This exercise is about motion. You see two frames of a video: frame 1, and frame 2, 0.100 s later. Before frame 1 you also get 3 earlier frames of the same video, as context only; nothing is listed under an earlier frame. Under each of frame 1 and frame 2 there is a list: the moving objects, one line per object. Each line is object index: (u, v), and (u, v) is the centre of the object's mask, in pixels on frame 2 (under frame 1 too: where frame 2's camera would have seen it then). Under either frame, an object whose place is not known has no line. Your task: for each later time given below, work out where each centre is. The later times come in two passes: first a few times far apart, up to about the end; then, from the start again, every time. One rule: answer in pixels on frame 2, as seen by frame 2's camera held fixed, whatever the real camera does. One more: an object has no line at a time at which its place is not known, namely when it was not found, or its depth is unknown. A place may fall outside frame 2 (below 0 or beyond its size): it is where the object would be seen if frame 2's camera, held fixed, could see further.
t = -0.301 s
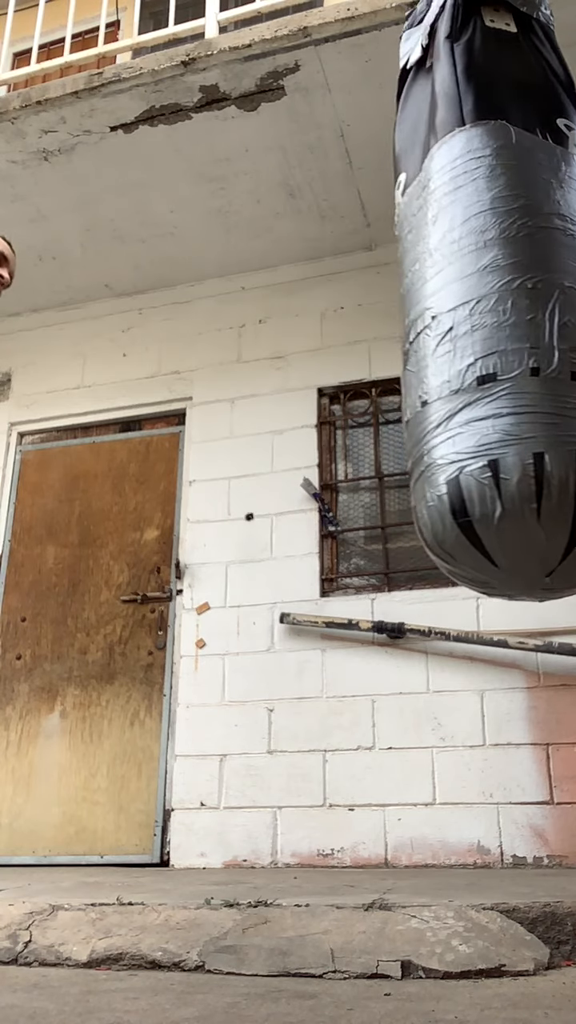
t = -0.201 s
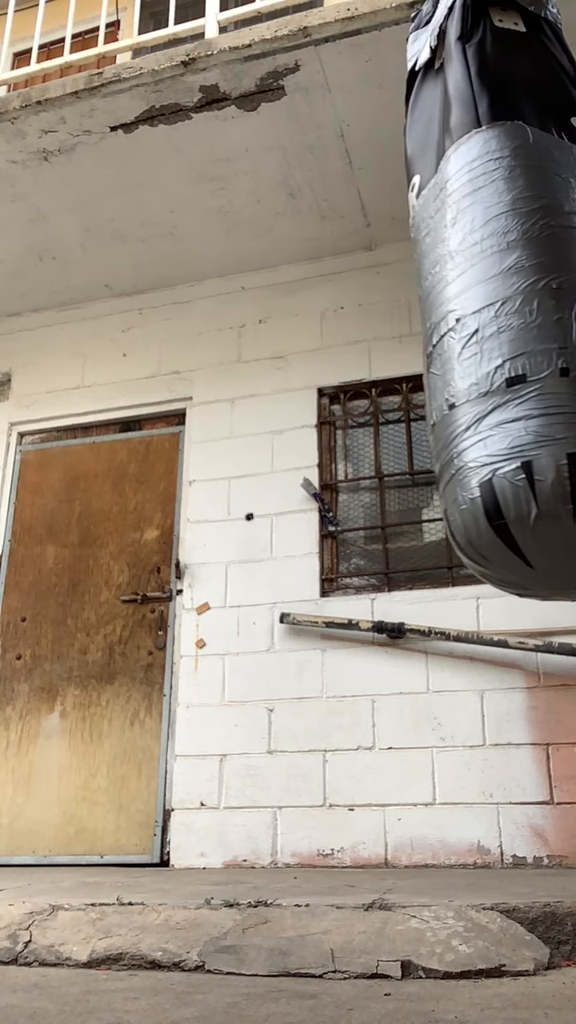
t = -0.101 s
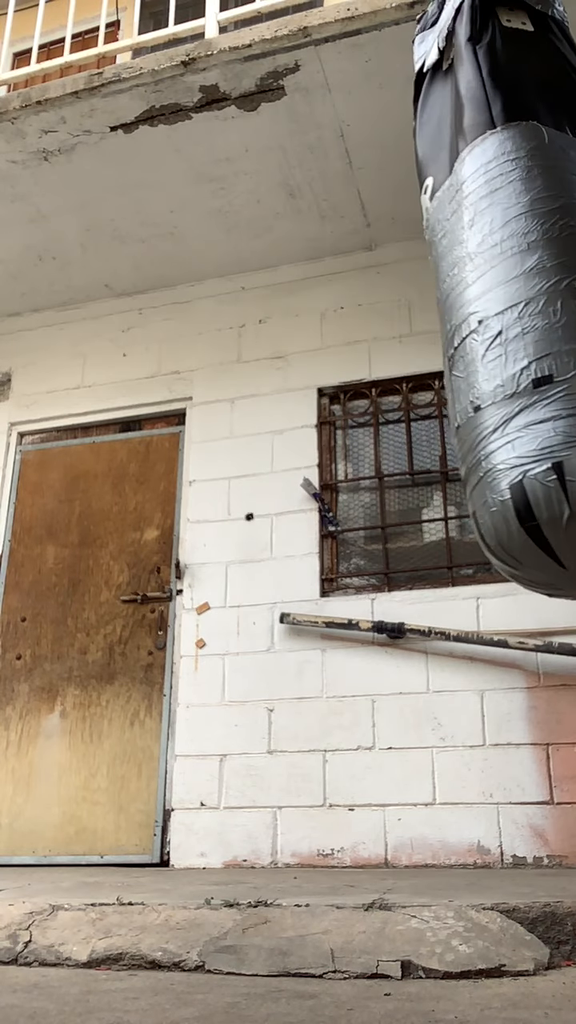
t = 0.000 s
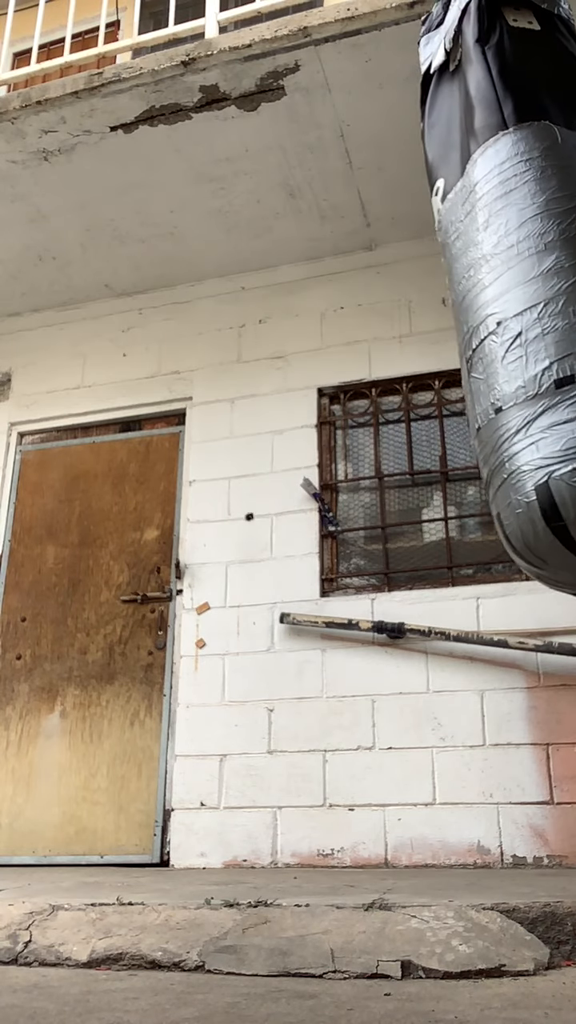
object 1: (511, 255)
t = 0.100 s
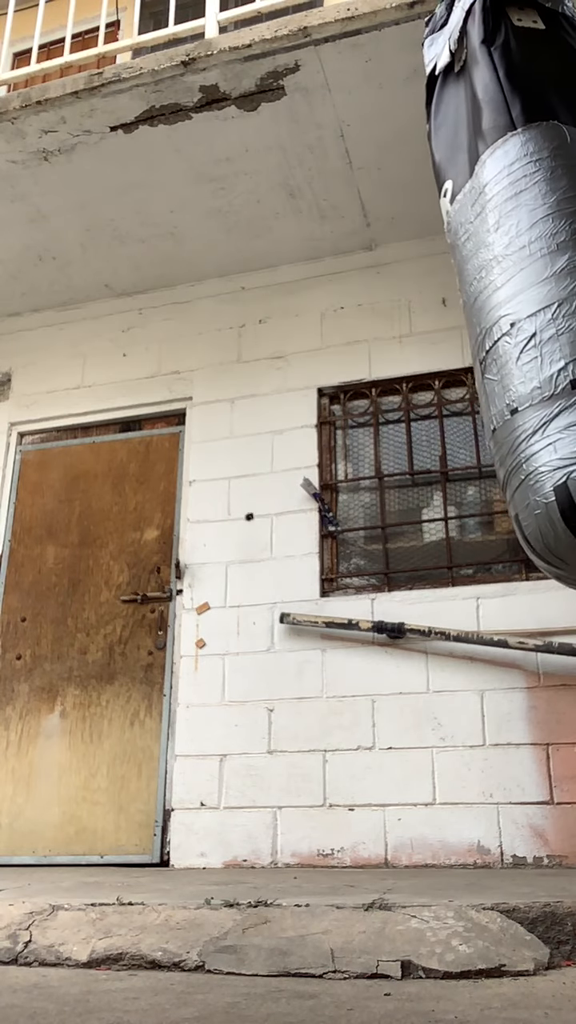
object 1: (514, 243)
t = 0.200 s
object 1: (517, 235)
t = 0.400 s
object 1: (516, 238)
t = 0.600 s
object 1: (510, 260)
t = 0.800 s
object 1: (495, 287)
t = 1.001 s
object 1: (476, 305)
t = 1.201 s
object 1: (449, 310)
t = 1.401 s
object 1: (435, 309)
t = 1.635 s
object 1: (448, 310)
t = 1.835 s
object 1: (475, 305)
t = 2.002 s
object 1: (491, 291)
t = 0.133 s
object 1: (515, 240)
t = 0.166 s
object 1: (516, 237)
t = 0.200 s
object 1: (517, 235)
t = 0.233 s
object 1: (517, 234)
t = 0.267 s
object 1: (517, 234)
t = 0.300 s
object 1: (517, 234)
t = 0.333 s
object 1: (517, 235)
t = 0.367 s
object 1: (516, 236)
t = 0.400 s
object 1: (516, 238)
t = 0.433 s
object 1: (516, 240)
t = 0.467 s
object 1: (515, 244)
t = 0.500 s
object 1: (514, 247)
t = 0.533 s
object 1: (512, 251)
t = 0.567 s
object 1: (511, 256)
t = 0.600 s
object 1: (510, 260)
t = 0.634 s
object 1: (508, 265)
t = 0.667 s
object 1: (505, 269)
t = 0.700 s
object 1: (503, 274)
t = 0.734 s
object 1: (501, 278)
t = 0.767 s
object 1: (499, 282)
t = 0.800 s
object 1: (495, 287)
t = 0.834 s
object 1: (492, 290)
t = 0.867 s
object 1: (489, 294)
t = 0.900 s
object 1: (486, 297)
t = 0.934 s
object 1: (483, 300)
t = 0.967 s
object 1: (480, 303)
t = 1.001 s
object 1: (476, 305)
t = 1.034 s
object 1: (472, 307)
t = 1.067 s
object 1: (467, 311)
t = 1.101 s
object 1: (463, 311)
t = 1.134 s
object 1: (457, 311)
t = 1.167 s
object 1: (453, 310)
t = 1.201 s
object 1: (449, 310)
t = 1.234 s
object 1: (445, 310)
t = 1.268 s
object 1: (442, 309)
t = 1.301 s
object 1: (439, 309)
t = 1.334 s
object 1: (437, 309)
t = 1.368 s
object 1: (436, 309)
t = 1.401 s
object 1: (435, 309)
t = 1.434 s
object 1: (435, 310)
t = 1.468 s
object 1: (436, 309)
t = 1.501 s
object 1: (437, 309)
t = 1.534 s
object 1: (438, 309)
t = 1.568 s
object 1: (441, 309)
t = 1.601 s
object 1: (444, 310)
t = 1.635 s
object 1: (448, 310)
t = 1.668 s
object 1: (452, 310)
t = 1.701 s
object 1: (456, 310)
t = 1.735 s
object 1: (461, 310)
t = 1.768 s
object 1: (466, 308)
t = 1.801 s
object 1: (471, 307)
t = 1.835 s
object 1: (475, 305)
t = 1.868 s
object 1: (478, 303)
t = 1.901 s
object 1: (482, 300)
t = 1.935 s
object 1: (486, 297)
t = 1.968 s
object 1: (488, 294)
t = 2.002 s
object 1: (491, 291)
